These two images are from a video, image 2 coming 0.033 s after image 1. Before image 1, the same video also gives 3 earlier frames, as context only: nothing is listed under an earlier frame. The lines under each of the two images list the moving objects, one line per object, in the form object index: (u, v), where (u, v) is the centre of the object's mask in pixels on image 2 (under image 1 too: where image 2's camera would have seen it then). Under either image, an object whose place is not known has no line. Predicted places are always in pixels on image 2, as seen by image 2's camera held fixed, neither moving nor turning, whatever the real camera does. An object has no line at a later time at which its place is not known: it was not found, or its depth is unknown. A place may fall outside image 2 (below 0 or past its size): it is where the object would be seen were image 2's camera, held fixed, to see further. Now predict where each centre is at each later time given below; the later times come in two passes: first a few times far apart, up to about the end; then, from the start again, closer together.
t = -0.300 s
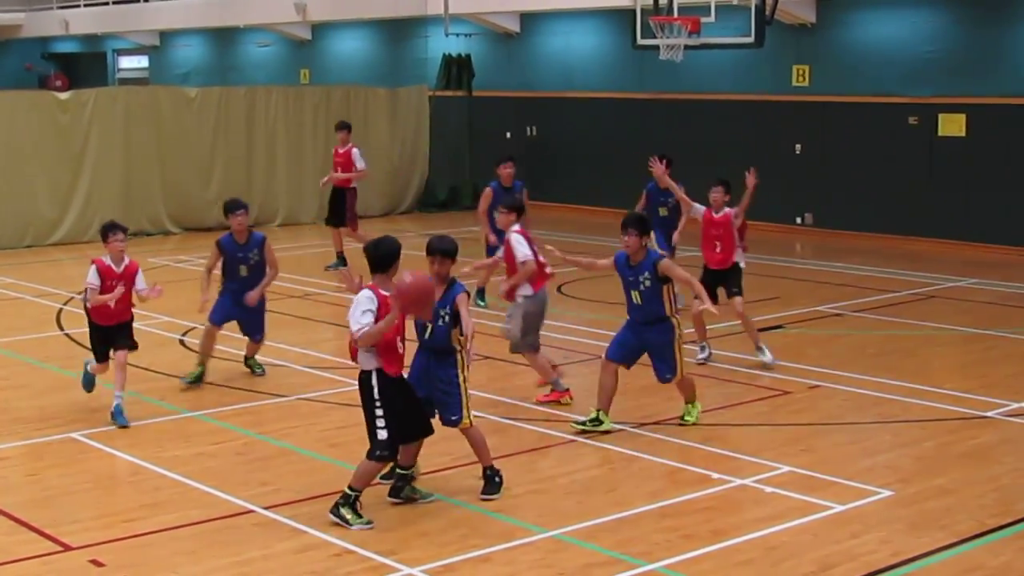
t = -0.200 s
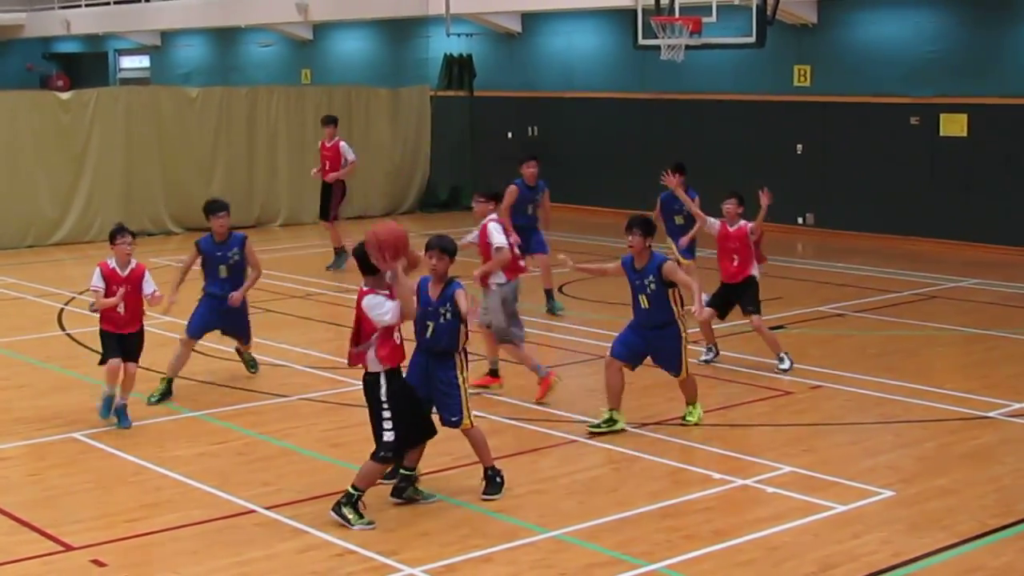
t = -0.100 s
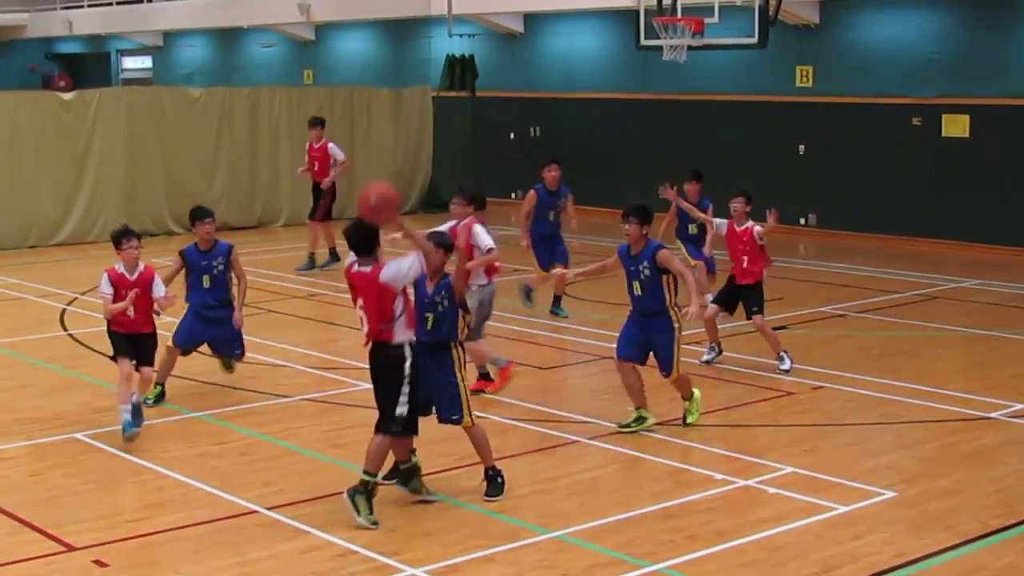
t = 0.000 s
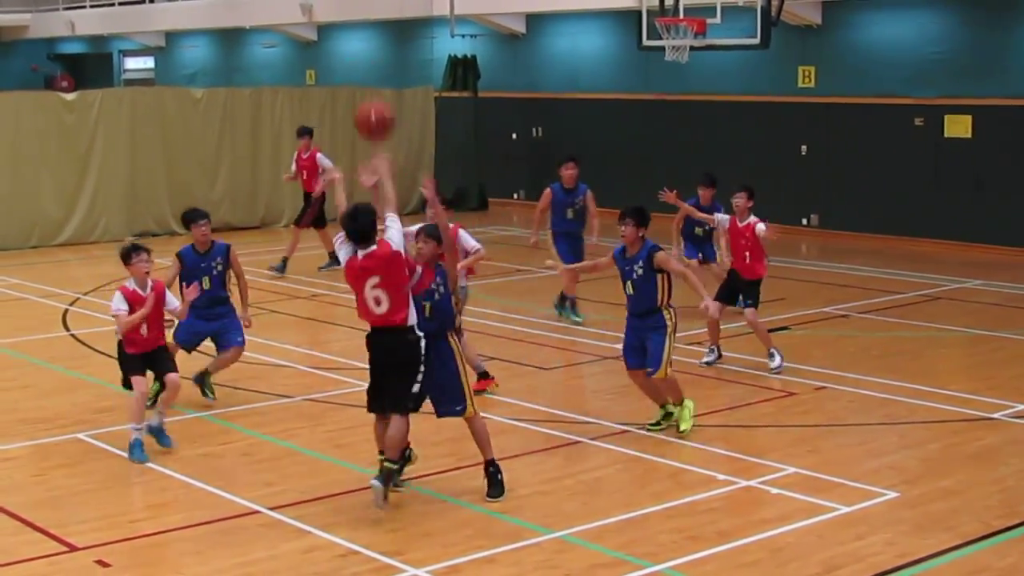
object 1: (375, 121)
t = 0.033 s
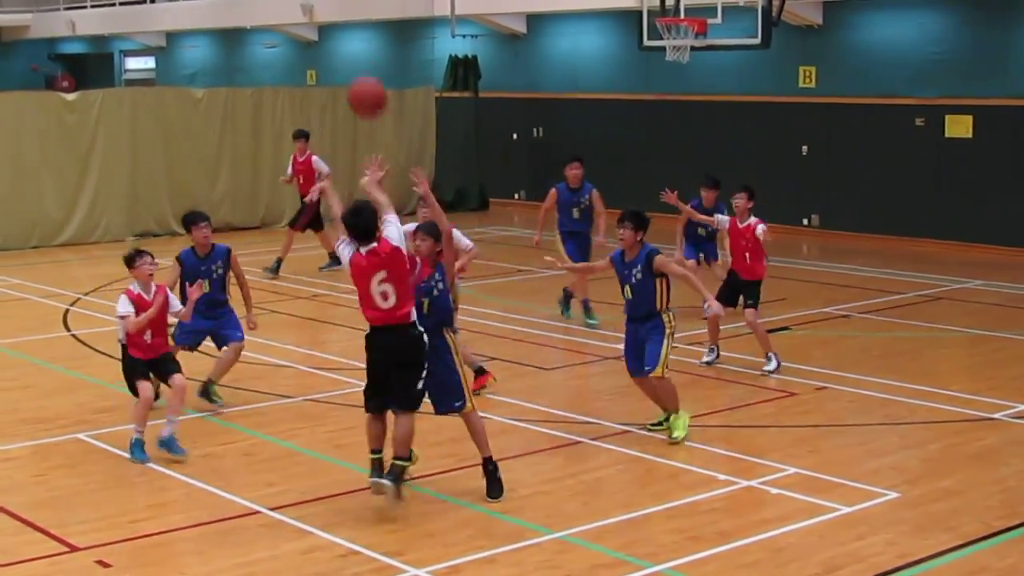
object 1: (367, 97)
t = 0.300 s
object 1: (320, 11)
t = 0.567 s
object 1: (291, 27)
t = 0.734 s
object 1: (277, 69)
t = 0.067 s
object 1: (360, 78)
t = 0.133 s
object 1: (347, 47)
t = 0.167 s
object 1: (341, 35)
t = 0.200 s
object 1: (336, 26)
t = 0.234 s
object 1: (330, 19)
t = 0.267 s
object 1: (326, 14)
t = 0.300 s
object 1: (320, 11)
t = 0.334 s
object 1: (316, 9)
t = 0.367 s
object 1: (312, 9)
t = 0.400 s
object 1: (308, 9)
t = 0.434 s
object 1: (305, 10)
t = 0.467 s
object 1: (301, 11)
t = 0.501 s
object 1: (298, 15)
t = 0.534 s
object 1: (294, 21)
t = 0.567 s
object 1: (291, 27)
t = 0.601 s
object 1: (288, 34)
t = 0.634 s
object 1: (285, 41)
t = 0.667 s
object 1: (282, 49)
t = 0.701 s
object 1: (279, 59)
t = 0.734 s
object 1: (277, 69)
